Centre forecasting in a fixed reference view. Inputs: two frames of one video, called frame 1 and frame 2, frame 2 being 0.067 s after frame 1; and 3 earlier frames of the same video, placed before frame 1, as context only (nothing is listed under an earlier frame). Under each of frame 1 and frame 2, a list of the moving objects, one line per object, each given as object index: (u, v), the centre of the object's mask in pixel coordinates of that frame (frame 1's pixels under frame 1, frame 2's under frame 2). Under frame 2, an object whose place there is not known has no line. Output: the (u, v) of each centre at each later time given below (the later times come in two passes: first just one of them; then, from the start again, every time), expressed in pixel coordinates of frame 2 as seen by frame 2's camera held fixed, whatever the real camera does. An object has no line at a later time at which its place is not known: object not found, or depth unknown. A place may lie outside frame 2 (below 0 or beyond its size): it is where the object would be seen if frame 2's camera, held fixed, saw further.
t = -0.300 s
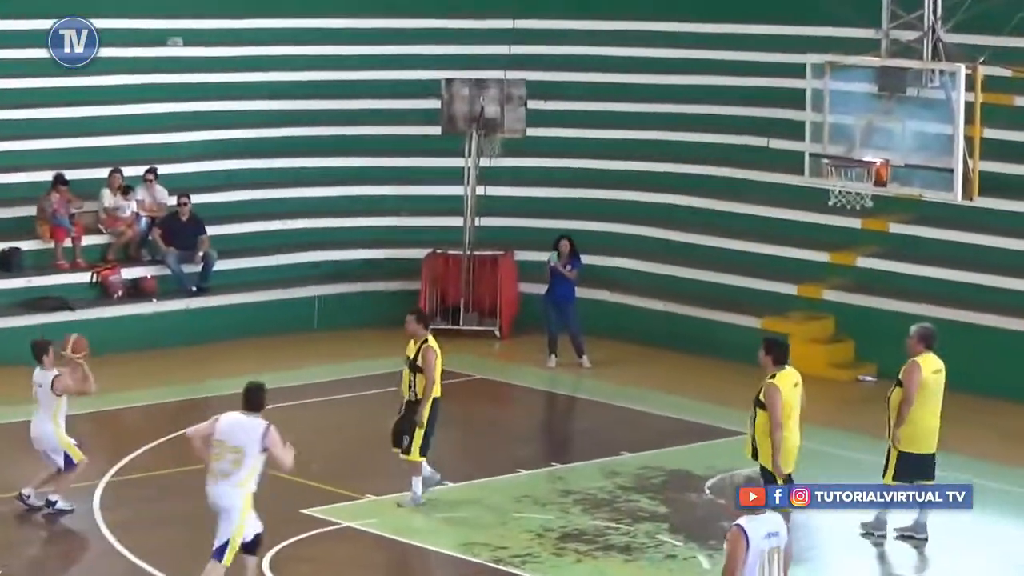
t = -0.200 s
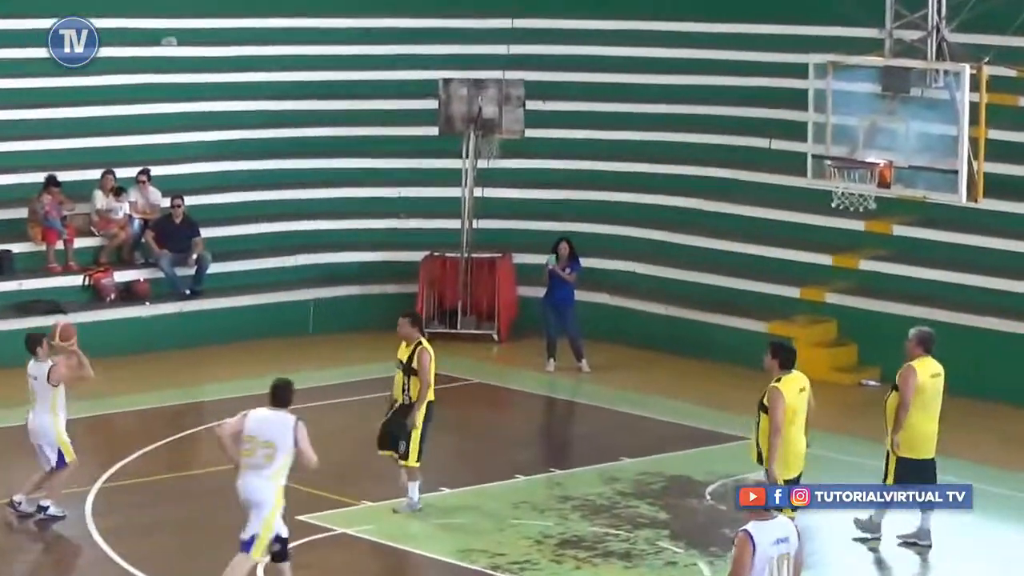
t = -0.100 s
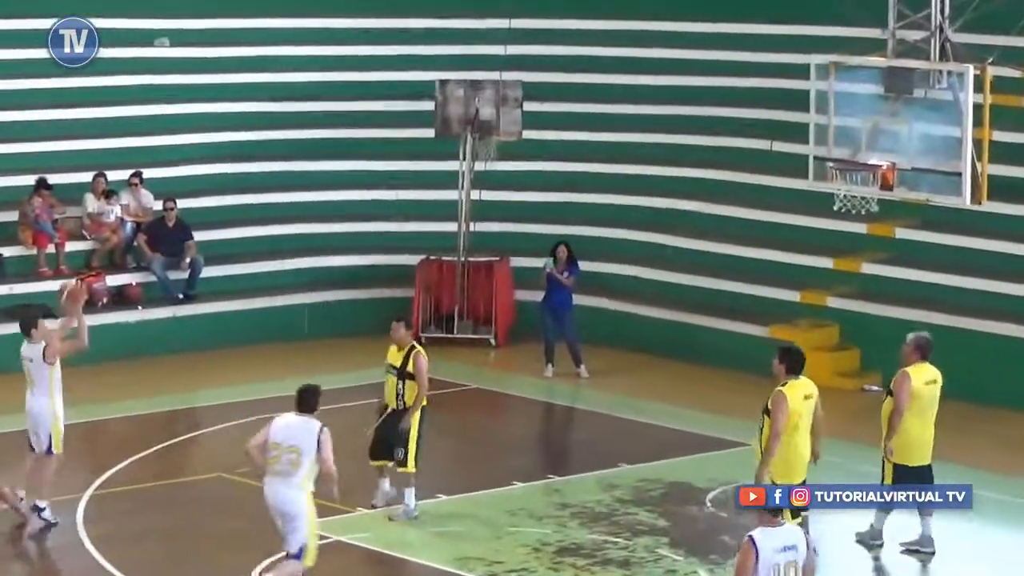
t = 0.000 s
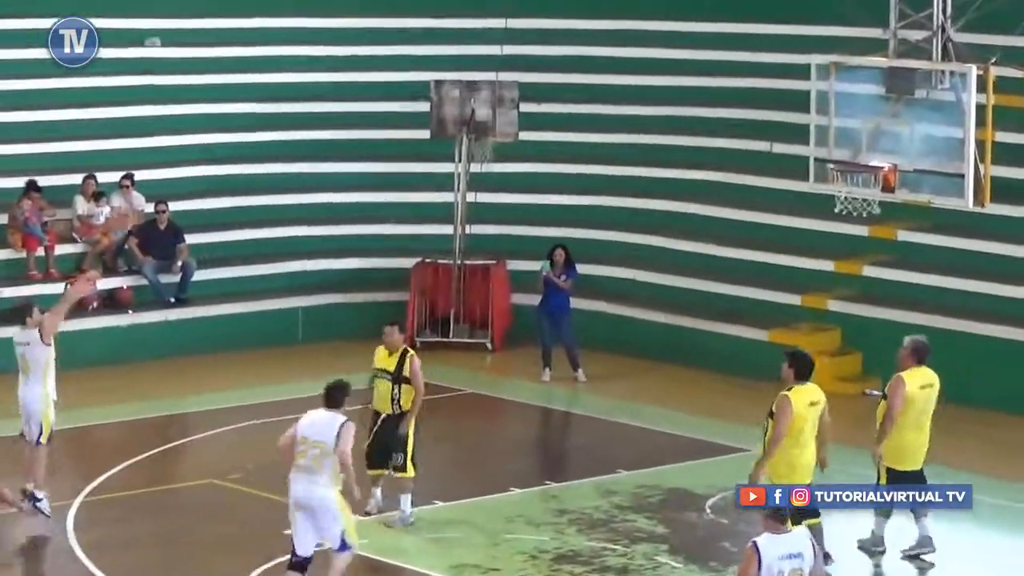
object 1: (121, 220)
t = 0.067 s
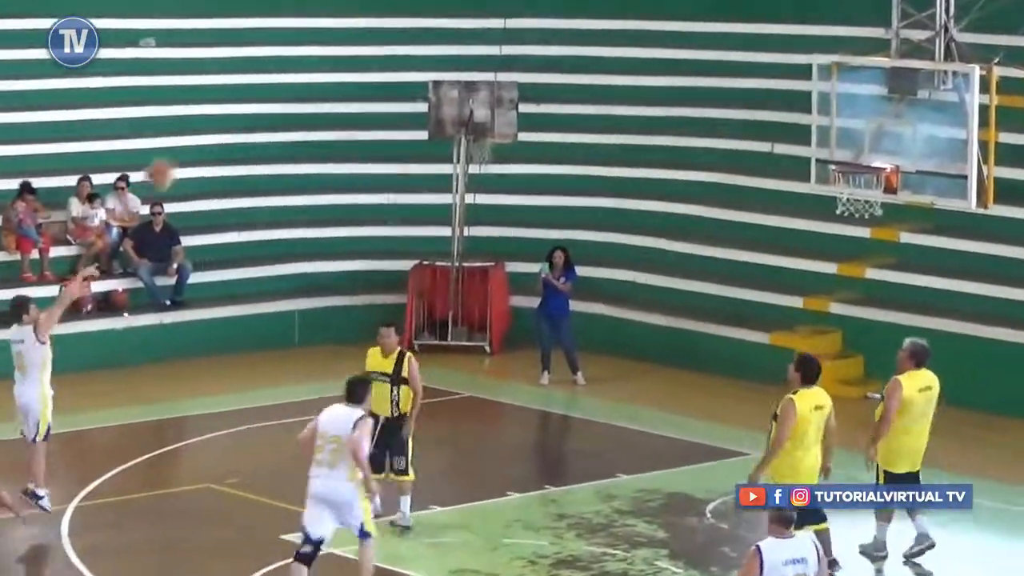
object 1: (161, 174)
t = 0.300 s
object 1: (314, 52)
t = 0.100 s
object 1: (181, 153)
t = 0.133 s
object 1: (205, 131)
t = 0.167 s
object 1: (224, 113)
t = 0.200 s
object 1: (248, 97)
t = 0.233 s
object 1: (270, 80)
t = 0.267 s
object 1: (291, 67)
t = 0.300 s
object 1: (314, 52)
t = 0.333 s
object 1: (335, 39)
